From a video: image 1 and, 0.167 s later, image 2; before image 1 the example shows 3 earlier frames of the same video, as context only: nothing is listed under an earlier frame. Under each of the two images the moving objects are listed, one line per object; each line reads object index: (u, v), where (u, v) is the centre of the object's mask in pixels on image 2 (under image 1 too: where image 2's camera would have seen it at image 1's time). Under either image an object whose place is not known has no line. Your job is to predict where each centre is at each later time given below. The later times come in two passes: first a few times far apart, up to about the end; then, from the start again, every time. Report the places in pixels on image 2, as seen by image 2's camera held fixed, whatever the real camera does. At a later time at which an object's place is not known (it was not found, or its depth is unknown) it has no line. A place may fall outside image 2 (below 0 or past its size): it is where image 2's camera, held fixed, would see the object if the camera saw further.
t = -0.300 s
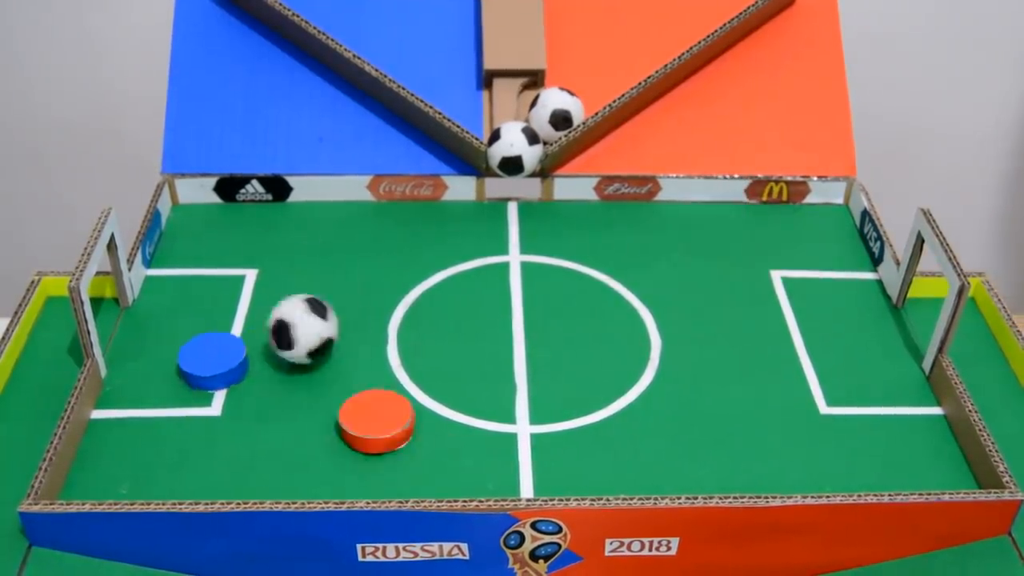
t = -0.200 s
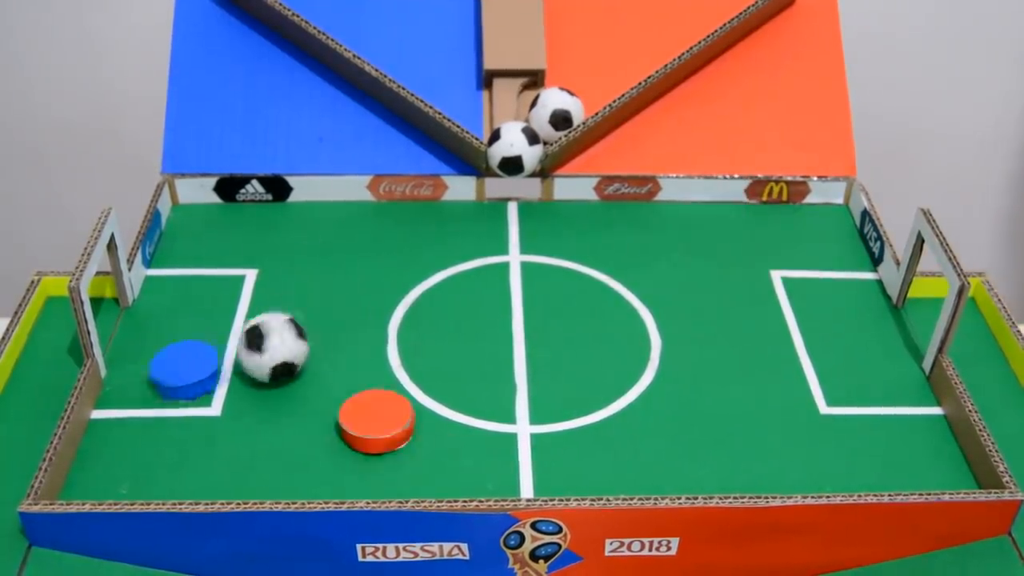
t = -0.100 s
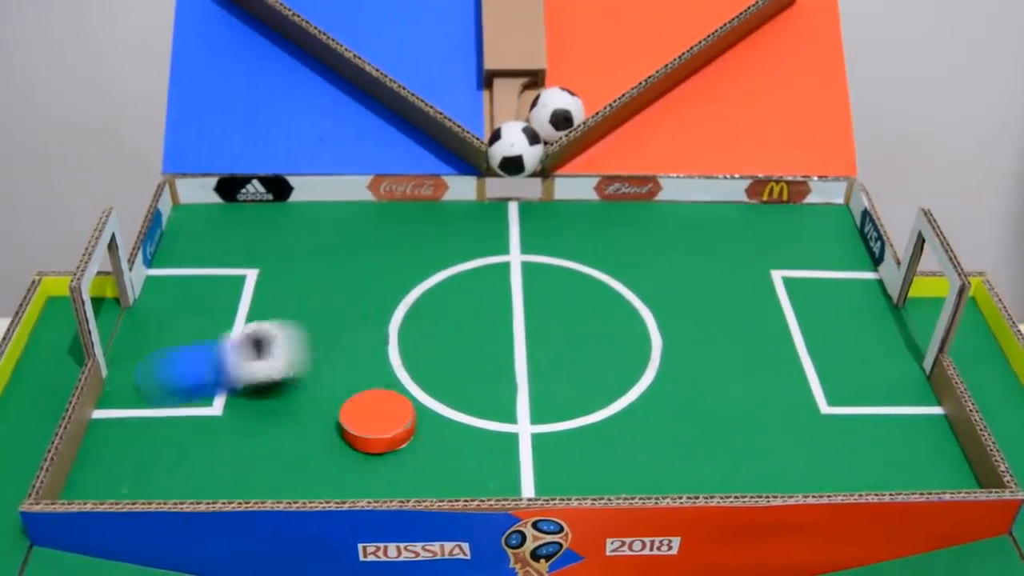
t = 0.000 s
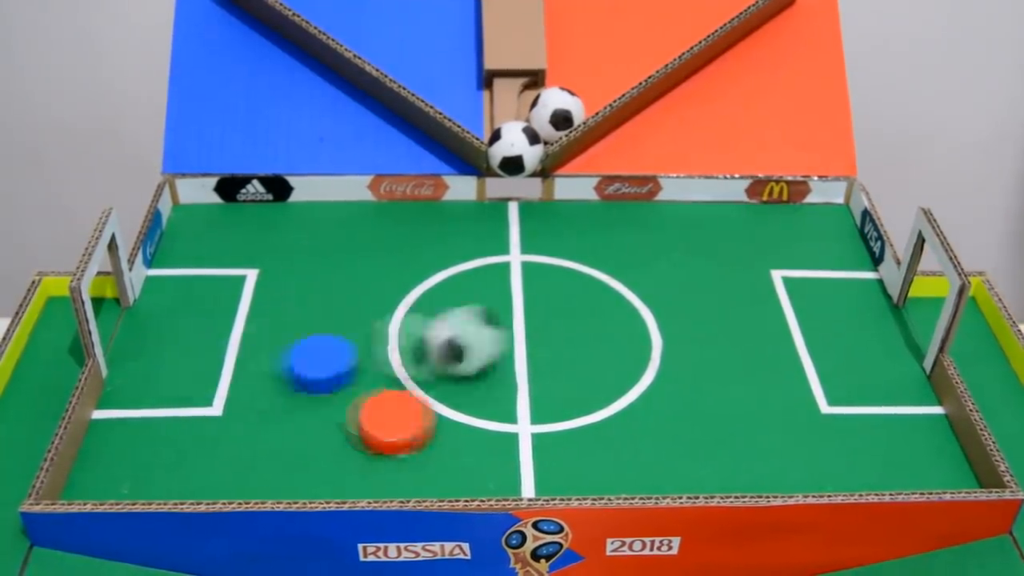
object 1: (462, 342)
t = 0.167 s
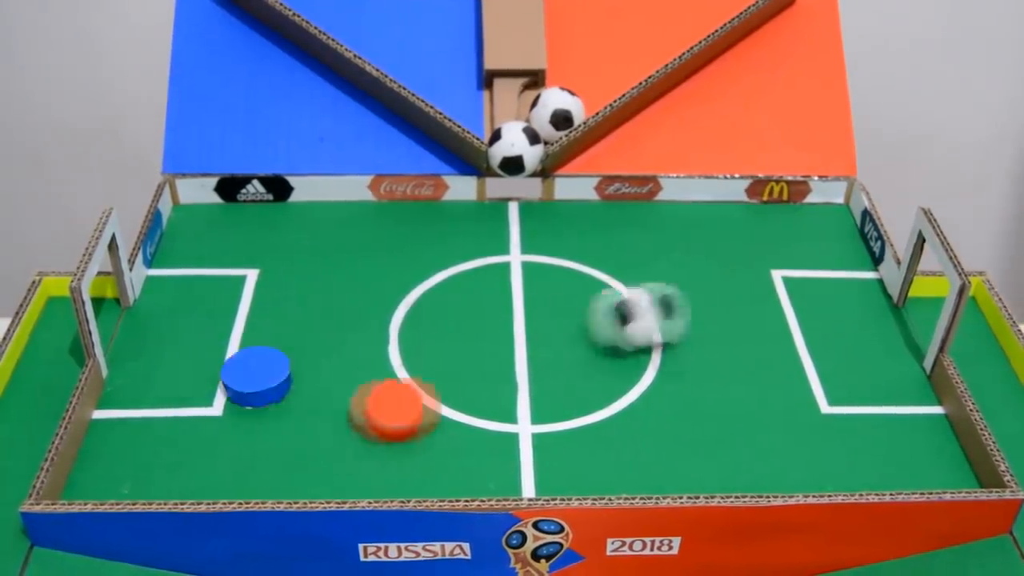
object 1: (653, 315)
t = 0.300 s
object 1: (747, 304)
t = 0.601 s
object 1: (883, 307)
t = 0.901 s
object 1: (905, 320)
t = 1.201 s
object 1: (913, 318)
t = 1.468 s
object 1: (940, 316)
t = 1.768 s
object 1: (965, 321)
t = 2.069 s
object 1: (975, 334)
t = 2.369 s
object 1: (983, 355)
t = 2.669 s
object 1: (990, 368)
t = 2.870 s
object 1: (996, 382)
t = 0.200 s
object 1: (686, 312)
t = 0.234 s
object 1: (714, 309)
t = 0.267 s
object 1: (726, 307)
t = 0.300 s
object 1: (747, 304)
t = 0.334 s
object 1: (782, 300)
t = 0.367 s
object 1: (808, 298)
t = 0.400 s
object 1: (830, 296)
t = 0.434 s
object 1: (858, 293)
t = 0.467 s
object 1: (880, 291)
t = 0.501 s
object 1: (877, 296)
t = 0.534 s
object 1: (876, 300)
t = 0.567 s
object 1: (879, 303)
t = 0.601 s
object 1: (883, 307)
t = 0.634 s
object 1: (887, 310)
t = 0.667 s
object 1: (892, 313)
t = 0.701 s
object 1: (896, 317)
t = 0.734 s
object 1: (902, 321)
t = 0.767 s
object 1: (903, 322)
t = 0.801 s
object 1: (904, 322)
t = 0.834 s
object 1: (904, 321)
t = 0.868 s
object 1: (905, 320)
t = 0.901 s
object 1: (905, 320)
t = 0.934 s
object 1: (905, 320)
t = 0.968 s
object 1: (906, 320)
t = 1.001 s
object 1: (907, 320)
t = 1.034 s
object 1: (908, 319)
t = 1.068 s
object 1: (908, 319)
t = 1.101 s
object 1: (909, 320)
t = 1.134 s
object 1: (910, 319)
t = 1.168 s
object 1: (912, 318)
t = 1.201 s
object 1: (913, 318)
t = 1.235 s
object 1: (915, 317)
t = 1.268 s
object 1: (916, 316)
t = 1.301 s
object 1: (918, 315)
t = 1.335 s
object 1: (921, 314)
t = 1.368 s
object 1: (922, 313)
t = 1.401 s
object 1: (931, 314)
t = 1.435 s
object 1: (935, 315)
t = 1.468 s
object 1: (940, 316)
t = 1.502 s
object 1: (941, 315)
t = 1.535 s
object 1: (943, 311)
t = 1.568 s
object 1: (931, 309)
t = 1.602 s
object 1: (959, 318)
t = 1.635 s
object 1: (959, 317)
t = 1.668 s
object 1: (960, 318)
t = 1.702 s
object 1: (962, 319)
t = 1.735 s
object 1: (964, 321)
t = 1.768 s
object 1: (965, 321)
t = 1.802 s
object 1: (966, 321)
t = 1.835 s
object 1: (966, 323)
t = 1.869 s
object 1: (966, 324)
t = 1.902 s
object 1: (967, 326)
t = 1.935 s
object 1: (966, 328)
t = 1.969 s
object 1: (966, 330)
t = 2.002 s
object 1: (967, 330)
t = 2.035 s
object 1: (974, 334)
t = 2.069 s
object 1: (975, 334)
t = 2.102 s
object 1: (976, 334)
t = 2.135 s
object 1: (976, 335)
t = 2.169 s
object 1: (979, 344)
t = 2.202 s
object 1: (980, 346)
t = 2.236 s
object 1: (981, 347)
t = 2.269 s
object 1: (981, 349)
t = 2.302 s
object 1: (982, 351)
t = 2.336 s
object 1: (982, 353)
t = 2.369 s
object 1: (983, 355)
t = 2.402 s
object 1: (984, 356)
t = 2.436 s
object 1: (985, 358)
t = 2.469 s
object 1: (986, 360)
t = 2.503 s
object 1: (986, 361)
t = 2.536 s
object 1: (987, 363)
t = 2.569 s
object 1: (988, 364)
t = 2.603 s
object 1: (989, 364)
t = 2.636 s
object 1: (989, 366)
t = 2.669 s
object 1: (990, 368)
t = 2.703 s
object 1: (990, 369)
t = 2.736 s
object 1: (991, 370)
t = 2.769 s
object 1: (992, 372)
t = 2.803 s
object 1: (993, 375)
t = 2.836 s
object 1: (994, 378)
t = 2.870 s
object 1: (996, 382)
